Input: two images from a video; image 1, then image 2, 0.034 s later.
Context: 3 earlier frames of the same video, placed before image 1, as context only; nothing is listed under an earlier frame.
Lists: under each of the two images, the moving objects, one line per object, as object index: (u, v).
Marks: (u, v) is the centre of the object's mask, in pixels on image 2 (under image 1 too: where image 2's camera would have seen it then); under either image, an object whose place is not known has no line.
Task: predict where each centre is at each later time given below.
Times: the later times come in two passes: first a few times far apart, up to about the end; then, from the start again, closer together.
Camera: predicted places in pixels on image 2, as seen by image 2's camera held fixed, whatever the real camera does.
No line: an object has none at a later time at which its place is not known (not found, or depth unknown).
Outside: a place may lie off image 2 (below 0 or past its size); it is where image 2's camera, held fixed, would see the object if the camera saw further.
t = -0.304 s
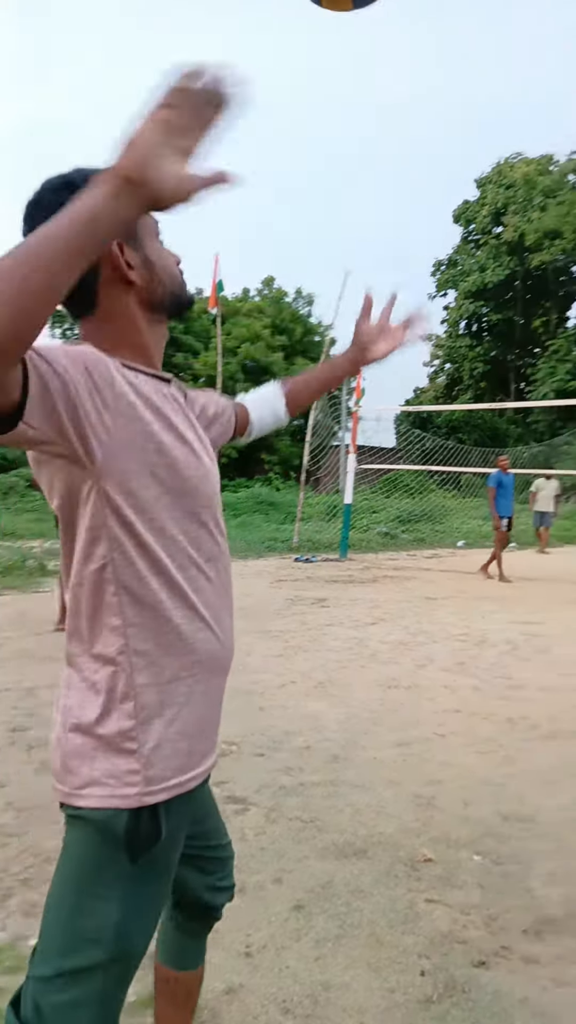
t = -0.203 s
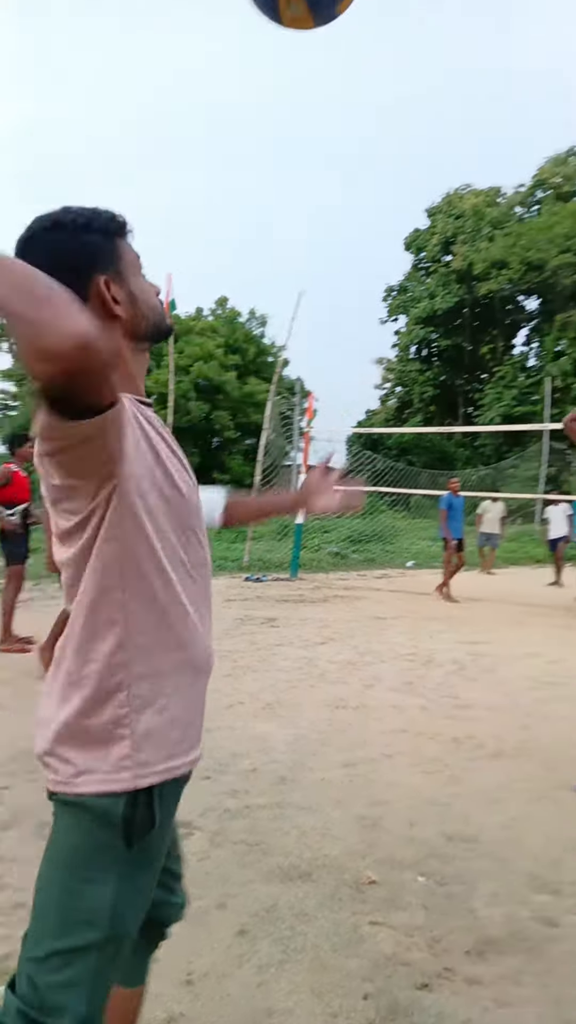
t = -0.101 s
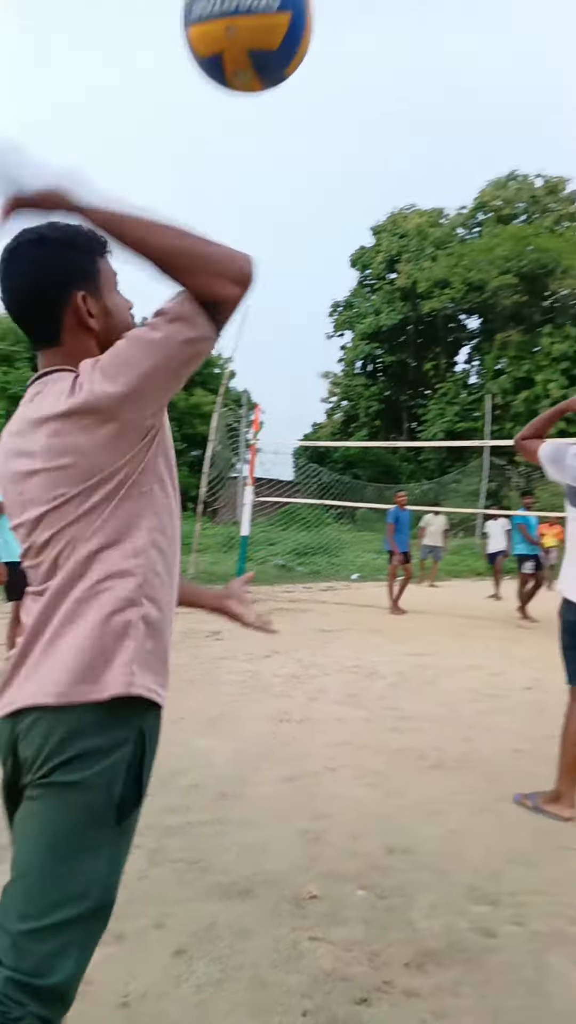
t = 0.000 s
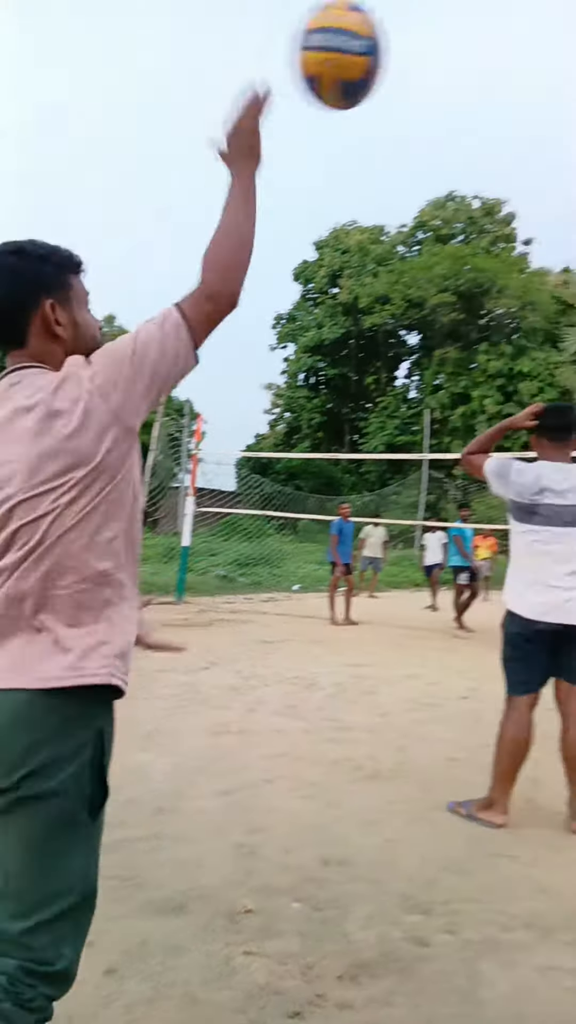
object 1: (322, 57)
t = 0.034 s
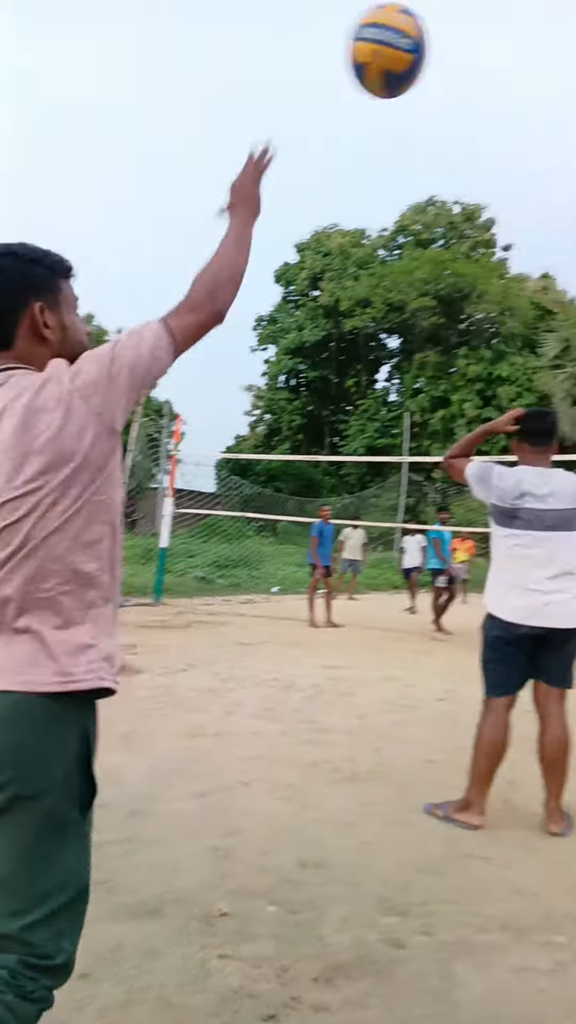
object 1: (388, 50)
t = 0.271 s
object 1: (582, 95)
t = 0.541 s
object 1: (636, 200)
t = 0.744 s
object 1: (655, 283)
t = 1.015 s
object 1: (670, 400)
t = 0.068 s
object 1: (439, 48)
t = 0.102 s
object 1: (479, 49)
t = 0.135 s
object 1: (510, 54)
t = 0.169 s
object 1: (533, 62)
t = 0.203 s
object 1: (553, 71)
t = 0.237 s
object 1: (569, 83)
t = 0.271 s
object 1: (582, 95)
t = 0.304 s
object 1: (594, 107)
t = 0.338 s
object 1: (601, 121)
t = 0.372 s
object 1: (609, 134)
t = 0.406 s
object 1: (616, 147)
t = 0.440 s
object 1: (621, 161)
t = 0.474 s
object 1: (626, 174)
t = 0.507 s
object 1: (631, 187)
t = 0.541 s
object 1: (636, 200)
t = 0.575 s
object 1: (639, 213)
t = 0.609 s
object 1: (643, 227)
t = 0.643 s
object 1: (646, 241)
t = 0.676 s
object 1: (649, 254)
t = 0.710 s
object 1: (652, 268)
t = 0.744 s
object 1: (655, 283)
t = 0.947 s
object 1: (668, 369)
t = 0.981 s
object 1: (669, 384)
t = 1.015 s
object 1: (670, 400)
